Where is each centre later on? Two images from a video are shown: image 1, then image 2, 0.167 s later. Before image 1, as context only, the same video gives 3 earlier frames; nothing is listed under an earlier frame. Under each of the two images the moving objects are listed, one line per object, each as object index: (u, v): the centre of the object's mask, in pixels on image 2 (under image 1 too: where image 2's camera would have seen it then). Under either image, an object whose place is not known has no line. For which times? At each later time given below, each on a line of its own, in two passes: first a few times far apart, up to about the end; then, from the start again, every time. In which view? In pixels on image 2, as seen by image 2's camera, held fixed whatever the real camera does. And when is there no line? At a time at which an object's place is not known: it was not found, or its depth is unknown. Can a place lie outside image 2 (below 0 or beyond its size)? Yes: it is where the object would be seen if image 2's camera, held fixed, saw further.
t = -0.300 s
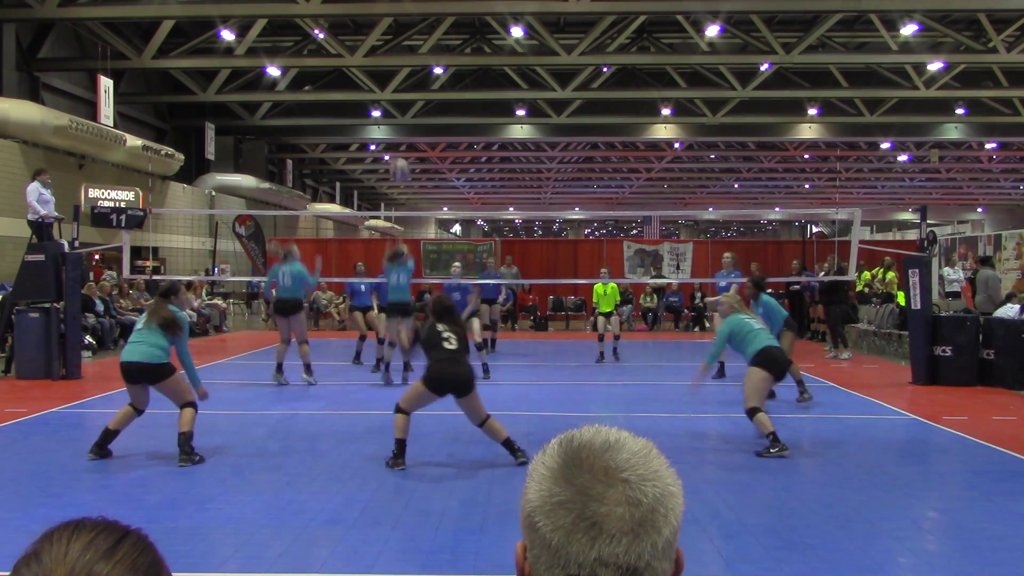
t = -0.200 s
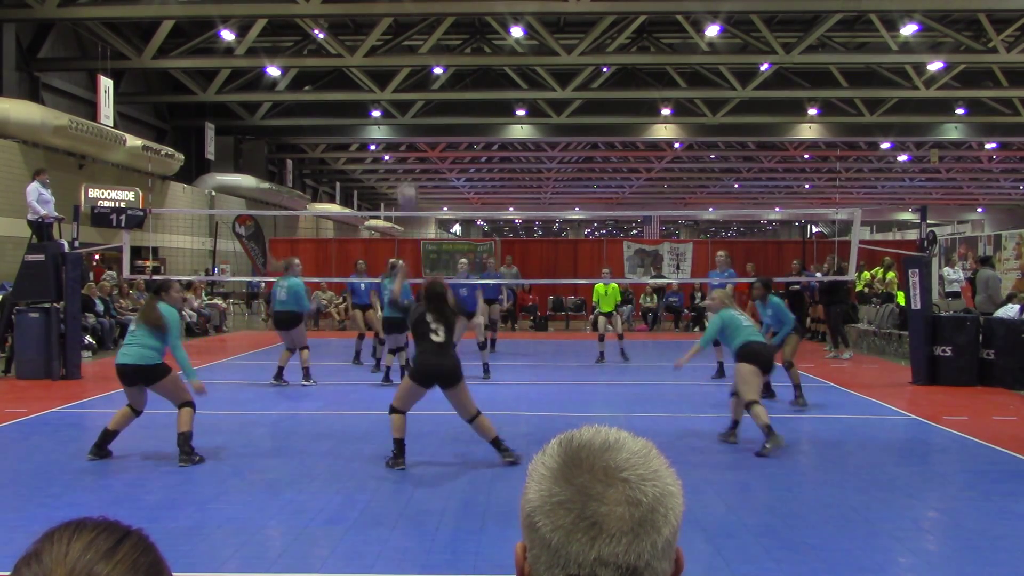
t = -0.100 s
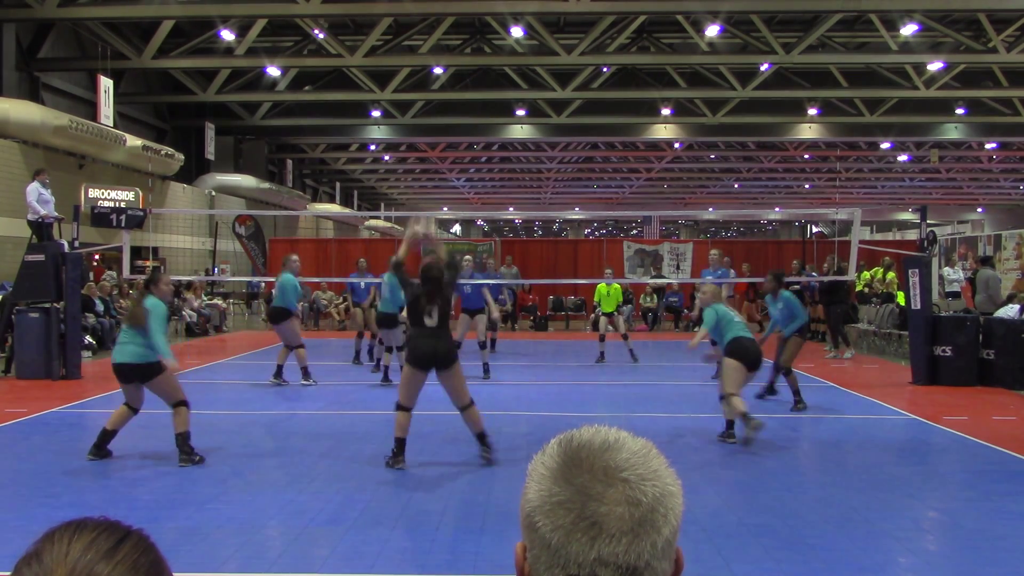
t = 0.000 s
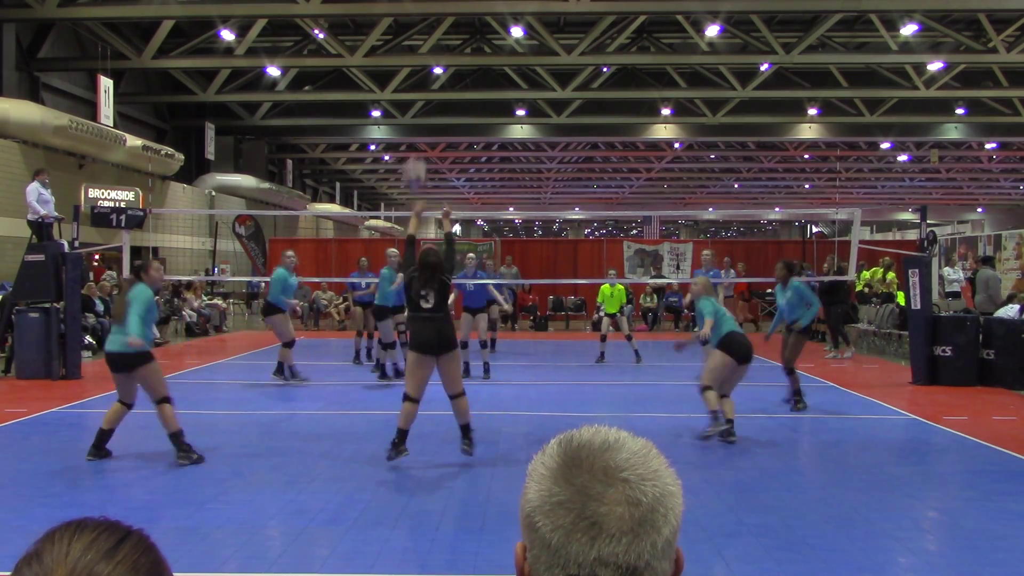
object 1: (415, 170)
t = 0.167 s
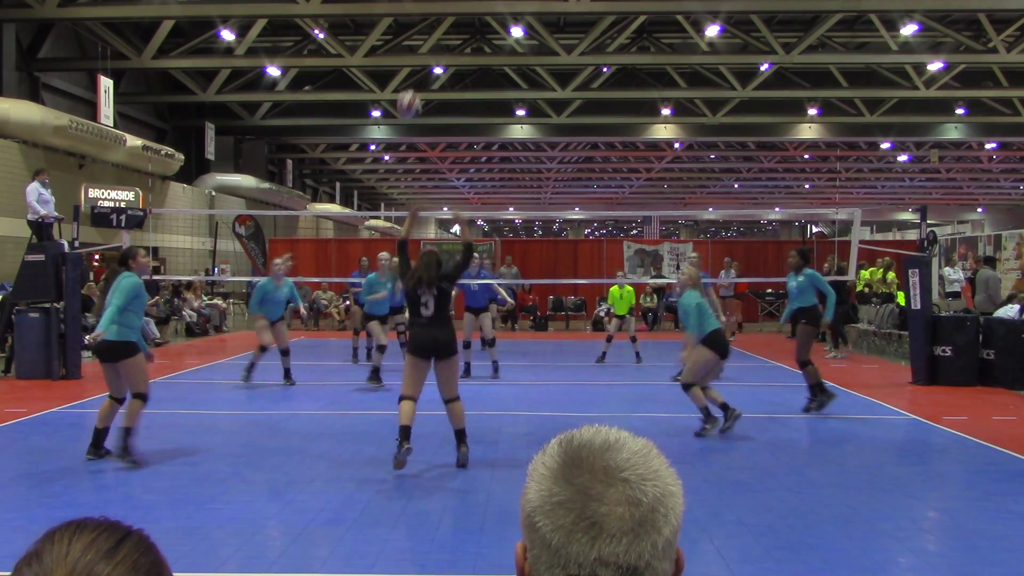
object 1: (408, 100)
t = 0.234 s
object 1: (406, 84)
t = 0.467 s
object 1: (399, 67)
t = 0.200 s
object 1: (408, 90)
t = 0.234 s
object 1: (406, 84)
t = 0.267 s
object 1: (406, 77)
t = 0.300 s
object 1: (404, 73)
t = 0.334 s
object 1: (403, 70)
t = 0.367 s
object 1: (402, 70)
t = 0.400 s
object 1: (401, 67)
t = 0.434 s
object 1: (401, 67)
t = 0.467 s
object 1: (399, 67)
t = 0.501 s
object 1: (398, 70)
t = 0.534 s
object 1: (396, 74)
